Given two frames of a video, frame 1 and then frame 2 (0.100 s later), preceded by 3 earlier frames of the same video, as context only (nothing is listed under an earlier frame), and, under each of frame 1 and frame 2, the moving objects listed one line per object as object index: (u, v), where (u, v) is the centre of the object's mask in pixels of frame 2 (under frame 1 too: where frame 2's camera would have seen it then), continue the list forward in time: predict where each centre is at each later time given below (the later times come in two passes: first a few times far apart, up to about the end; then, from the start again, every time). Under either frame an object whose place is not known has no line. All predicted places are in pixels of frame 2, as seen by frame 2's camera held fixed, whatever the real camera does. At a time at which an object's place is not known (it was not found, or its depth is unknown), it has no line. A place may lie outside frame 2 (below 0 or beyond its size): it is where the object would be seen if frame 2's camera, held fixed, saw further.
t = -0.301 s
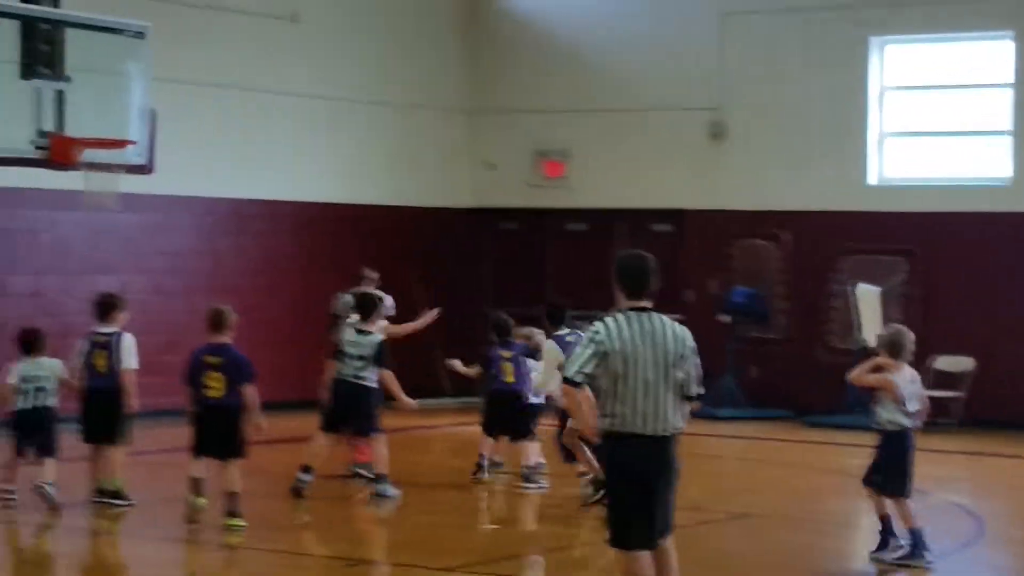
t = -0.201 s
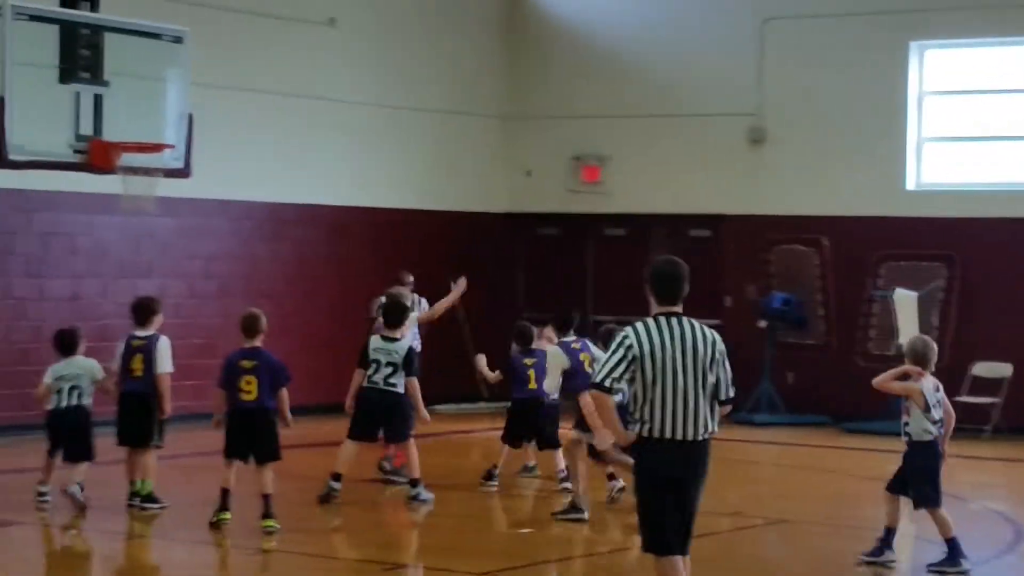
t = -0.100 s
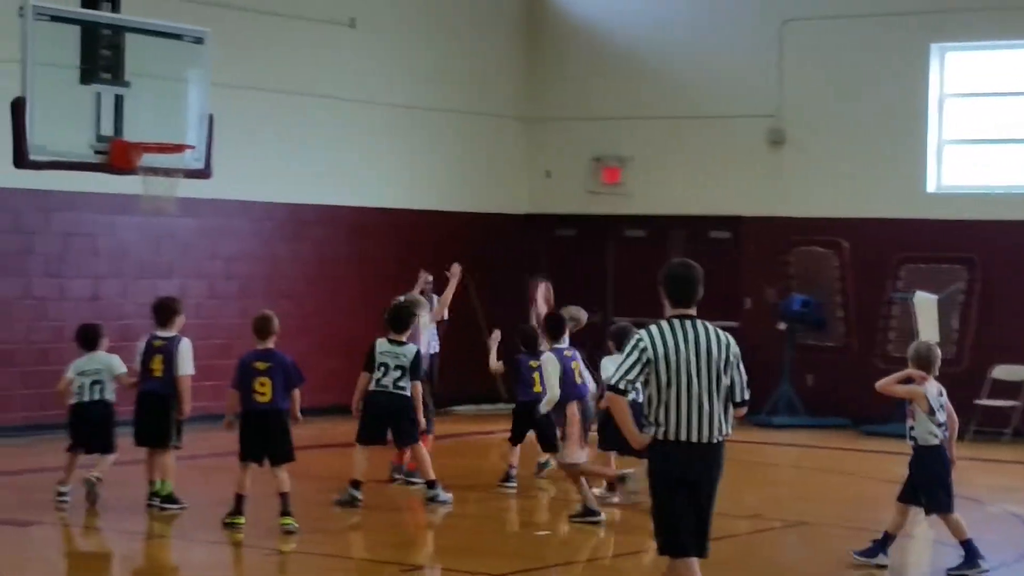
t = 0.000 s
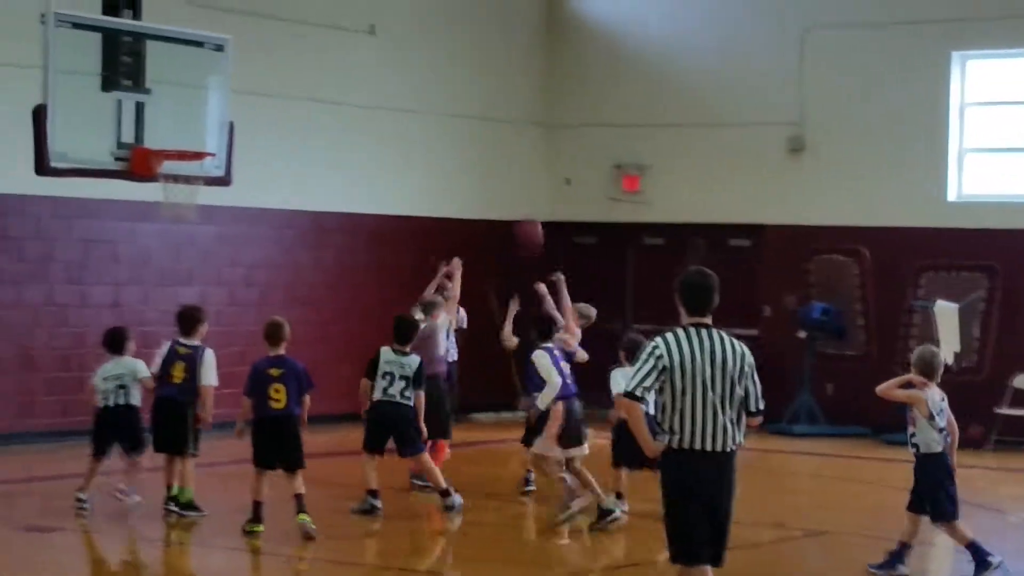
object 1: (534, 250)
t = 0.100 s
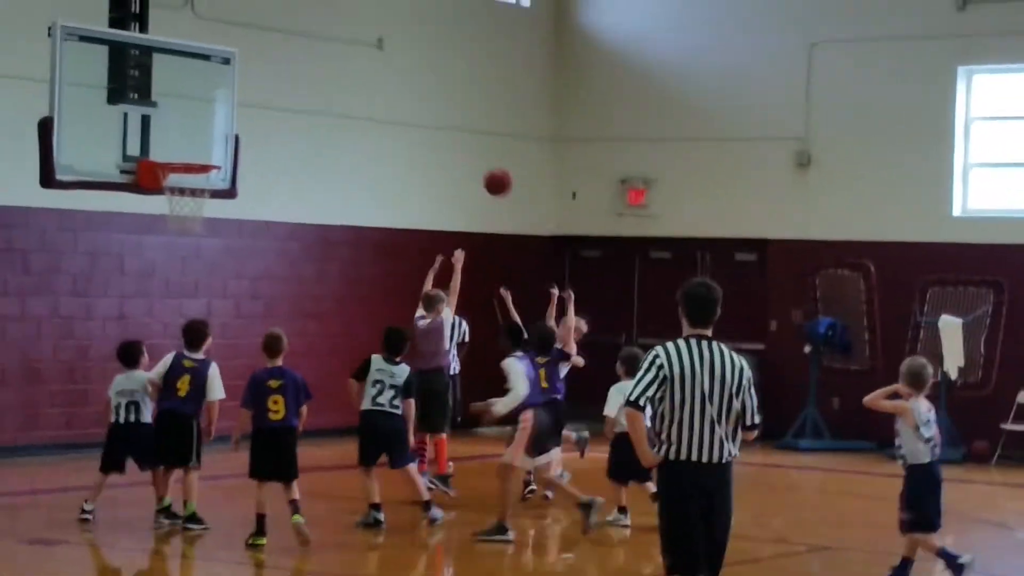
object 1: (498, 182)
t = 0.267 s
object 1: (442, 106)
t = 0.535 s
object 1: (345, 57)
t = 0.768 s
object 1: (255, 91)
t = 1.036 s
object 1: (184, 113)
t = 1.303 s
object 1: (227, 102)
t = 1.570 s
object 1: (266, 189)
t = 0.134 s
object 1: (487, 164)
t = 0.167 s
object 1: (475, 148)
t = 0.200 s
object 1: (464, 132)
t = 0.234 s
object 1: (453, 119)
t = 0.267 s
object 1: (442, 106)
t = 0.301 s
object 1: (430, 96)
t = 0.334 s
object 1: (418, 86)
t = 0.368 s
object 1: (406, 77)
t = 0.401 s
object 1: (394, 71)
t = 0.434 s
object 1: (382, 65)
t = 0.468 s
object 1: (370, 61)
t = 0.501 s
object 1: (358, 58)
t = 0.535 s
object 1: (345, 57)
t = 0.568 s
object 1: (333, 58)
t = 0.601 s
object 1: (320, 59)
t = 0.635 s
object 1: (307, 63)
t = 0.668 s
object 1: (294, 68)
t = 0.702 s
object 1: (281, 74)
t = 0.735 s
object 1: (268, 82)
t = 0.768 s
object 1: (255, 91)
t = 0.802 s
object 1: (242, 102)
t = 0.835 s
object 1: (229, 115)
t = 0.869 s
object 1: (214, 129)
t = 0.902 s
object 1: (200, 145)
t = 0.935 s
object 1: (191, 147)
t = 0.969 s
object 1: (186, 133)
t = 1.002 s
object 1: (181, 121)
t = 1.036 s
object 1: (184, 113)
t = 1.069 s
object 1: (189, 106)
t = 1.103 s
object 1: (195, 101)
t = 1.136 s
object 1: (200, 98)
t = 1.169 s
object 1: (206, 95)
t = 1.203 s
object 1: (211, 95)
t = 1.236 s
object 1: (216, 95)
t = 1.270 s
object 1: (221, 98)
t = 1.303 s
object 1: (227, 102)
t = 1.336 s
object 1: (232, 108)
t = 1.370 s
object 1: (237, 115)
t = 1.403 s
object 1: (242, 123)
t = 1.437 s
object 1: (247, 133)
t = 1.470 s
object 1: (252, 145)
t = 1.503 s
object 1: (257, 158)
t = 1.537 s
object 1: (262, 173)
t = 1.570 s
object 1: (266, 189)
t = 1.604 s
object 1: (272, 207)
